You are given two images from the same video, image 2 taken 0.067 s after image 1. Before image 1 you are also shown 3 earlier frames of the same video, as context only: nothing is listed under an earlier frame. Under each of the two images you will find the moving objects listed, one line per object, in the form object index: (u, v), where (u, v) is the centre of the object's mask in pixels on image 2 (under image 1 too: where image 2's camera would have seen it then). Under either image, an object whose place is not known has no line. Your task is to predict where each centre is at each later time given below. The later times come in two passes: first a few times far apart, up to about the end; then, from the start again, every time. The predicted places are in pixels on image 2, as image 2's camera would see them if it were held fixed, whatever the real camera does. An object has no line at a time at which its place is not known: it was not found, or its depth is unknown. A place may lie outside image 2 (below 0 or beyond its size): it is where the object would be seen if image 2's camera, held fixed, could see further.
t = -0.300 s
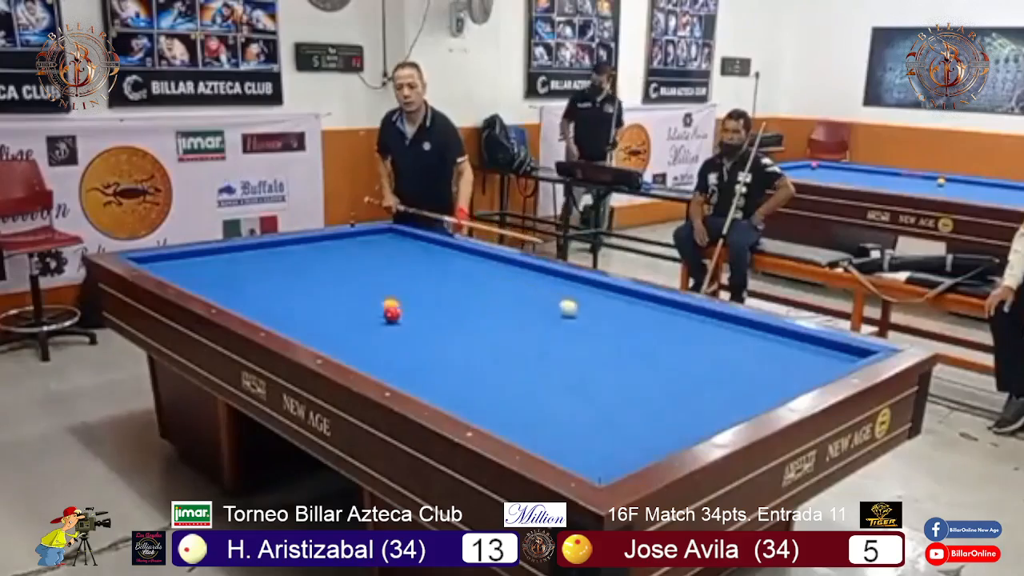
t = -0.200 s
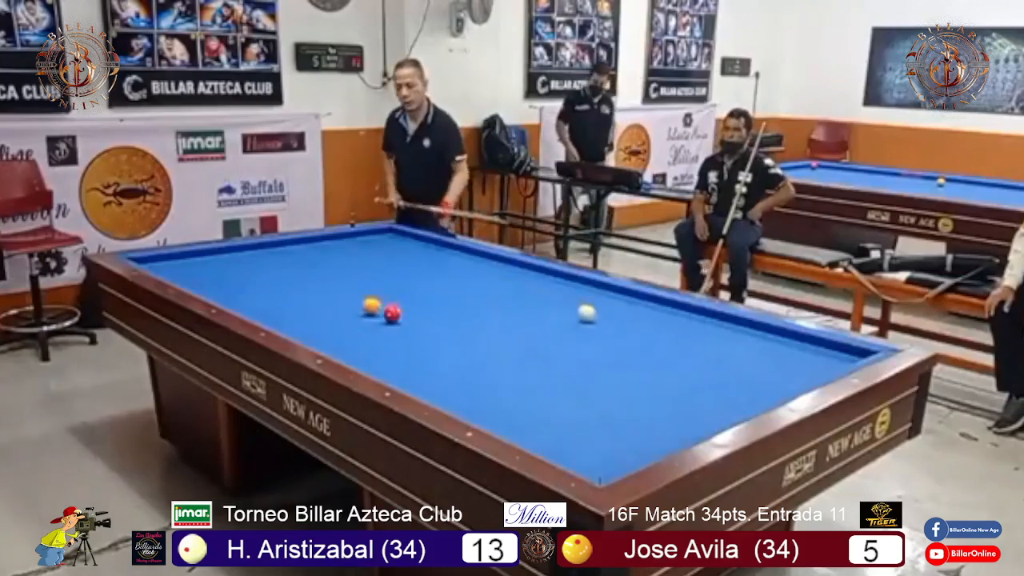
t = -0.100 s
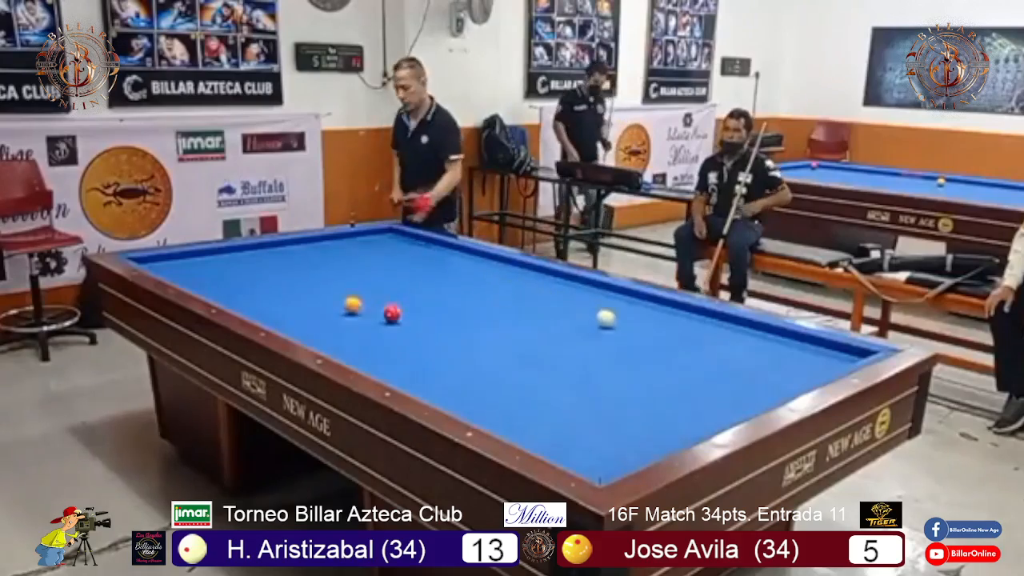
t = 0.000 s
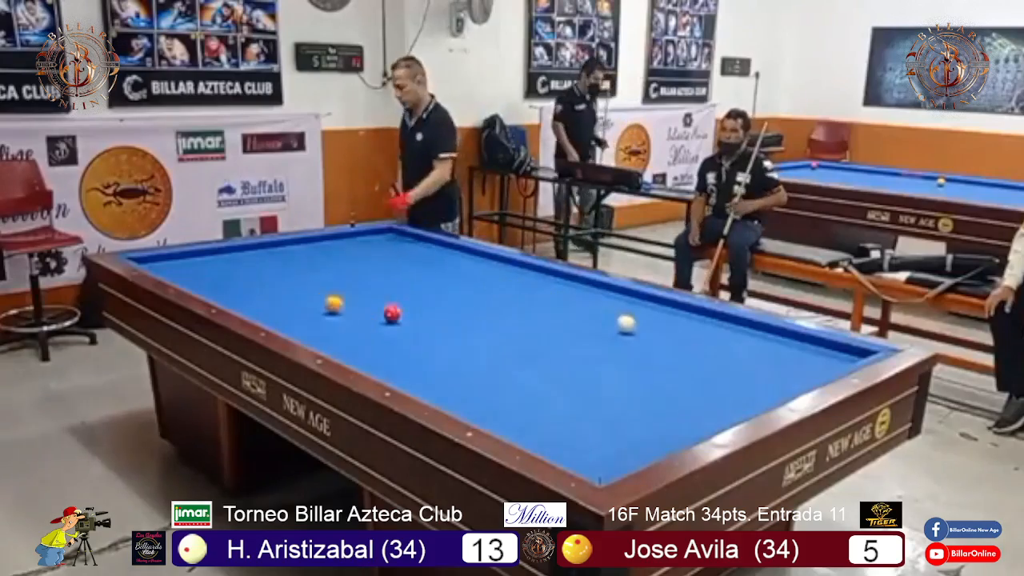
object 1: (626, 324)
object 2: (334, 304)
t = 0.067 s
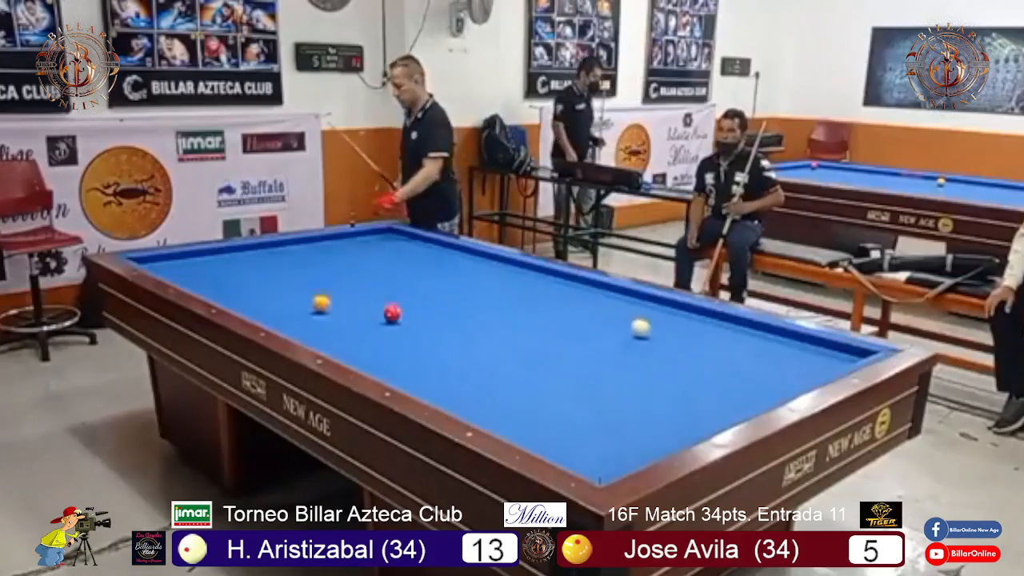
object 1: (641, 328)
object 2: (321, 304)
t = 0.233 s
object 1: (676, 338)
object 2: (290, 302)
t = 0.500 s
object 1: (739, 356)
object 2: (243, 299)
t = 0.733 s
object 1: (799, 373)
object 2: (225, 294)
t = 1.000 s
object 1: (779, 366)
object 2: (227, 288)
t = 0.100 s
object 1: (647, 330)
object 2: (315, 303)
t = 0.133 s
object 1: (654, 332)
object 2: (309, 303)
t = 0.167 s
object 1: (662, 335)
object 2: (303, 303)
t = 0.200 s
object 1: (669, 337)
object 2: (297, 302)
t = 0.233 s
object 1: (676, 338)
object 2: (290, 302)
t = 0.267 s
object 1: (684, 341)
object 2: (284, 301)
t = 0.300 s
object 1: (691, 343)
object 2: (278, 301)
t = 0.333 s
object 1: (699, 345)
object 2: (272, 301)
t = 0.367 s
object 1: (707, 347)
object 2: (266, 301)
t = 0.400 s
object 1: (714, 349)
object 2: (260, 300)
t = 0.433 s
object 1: (723, 352)
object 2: (255, 300)
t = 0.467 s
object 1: (731, 354)
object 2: (249, 300)
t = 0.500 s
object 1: (739, 356)
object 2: (243, 299)
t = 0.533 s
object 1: (748, 358)
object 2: (237, 299)
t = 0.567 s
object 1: (756, 361)
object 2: (231, 297)
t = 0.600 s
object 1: (765, 364)
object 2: (226, 295)
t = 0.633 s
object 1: (773, 366)
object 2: (223, 295)
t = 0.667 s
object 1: (782, 368)
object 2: (224, 294)
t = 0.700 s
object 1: (791, 371)
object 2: (224, 294)
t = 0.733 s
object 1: (799, 373)
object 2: (225, 294)
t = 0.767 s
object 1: (808, 373)
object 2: (225, 293)
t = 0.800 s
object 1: (811, 373)
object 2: (225, 292)
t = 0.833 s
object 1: (805, 373)
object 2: (225, 292)
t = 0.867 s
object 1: (799, 372)
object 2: (226, 291)
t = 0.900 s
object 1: (794, 371)
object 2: (226, 290)
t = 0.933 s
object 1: (788, 369)
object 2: (226, 289)
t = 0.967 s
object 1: (784, 368)
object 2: (227, 288)
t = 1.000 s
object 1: (779, 366)
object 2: (227, 288)
